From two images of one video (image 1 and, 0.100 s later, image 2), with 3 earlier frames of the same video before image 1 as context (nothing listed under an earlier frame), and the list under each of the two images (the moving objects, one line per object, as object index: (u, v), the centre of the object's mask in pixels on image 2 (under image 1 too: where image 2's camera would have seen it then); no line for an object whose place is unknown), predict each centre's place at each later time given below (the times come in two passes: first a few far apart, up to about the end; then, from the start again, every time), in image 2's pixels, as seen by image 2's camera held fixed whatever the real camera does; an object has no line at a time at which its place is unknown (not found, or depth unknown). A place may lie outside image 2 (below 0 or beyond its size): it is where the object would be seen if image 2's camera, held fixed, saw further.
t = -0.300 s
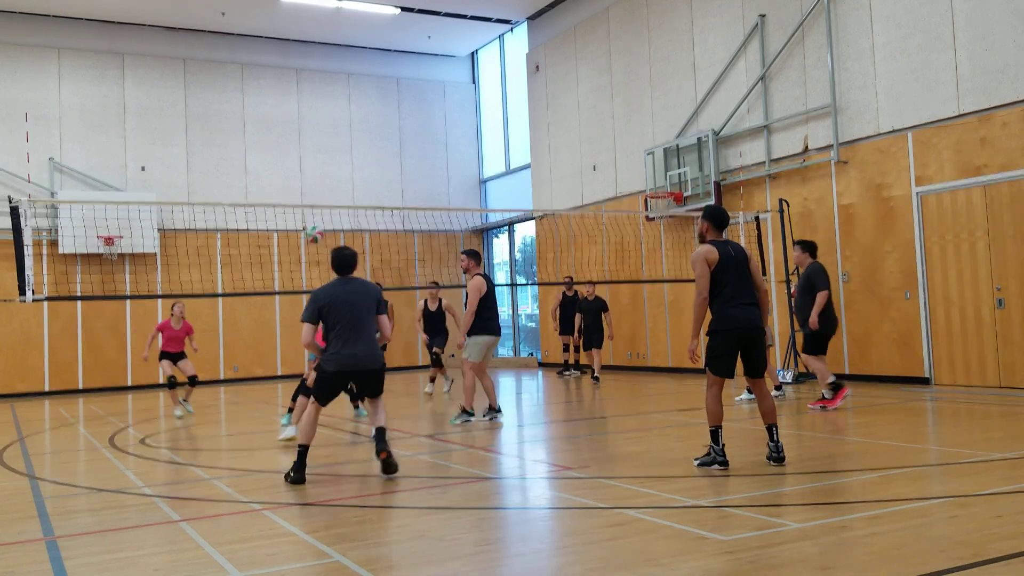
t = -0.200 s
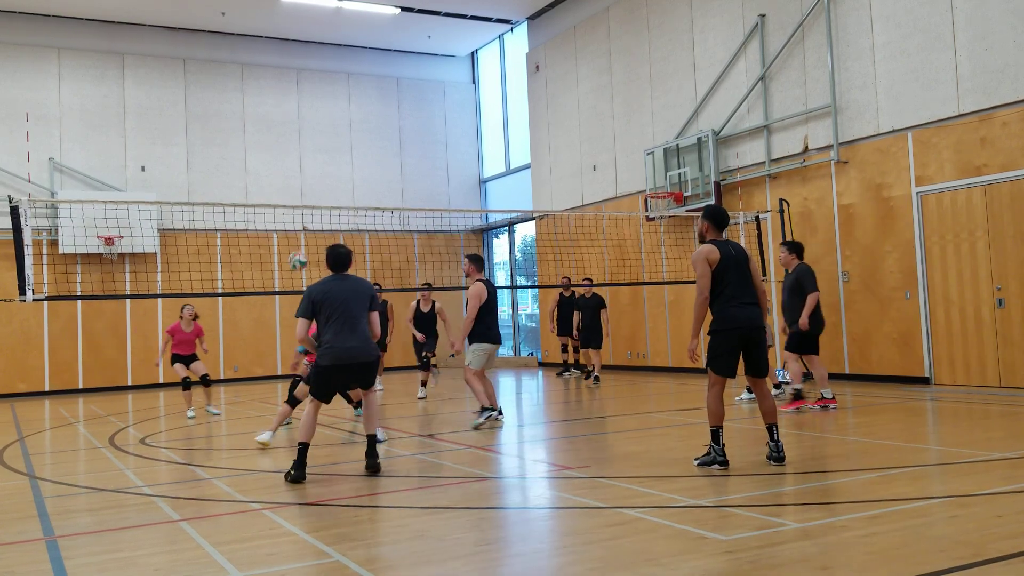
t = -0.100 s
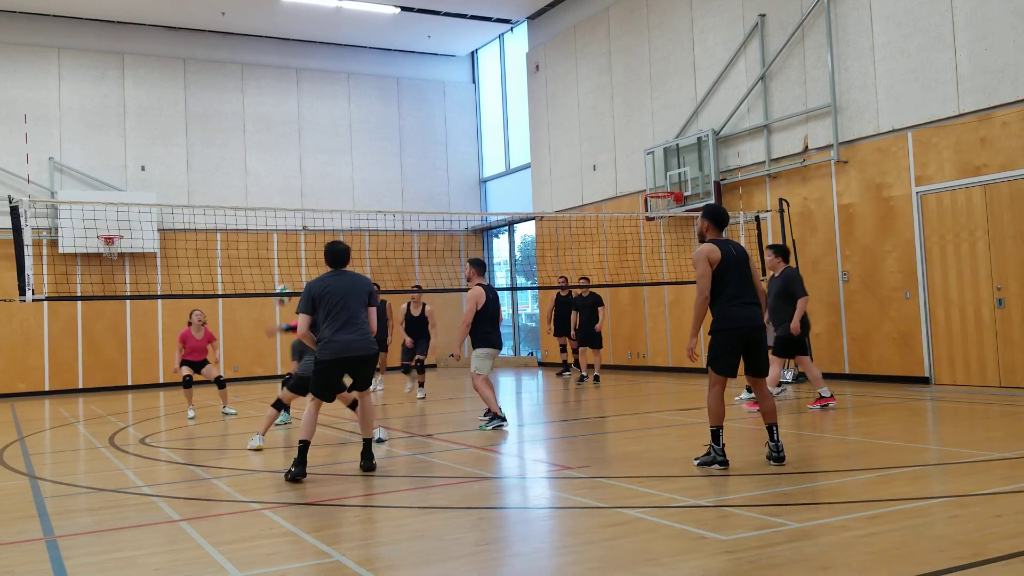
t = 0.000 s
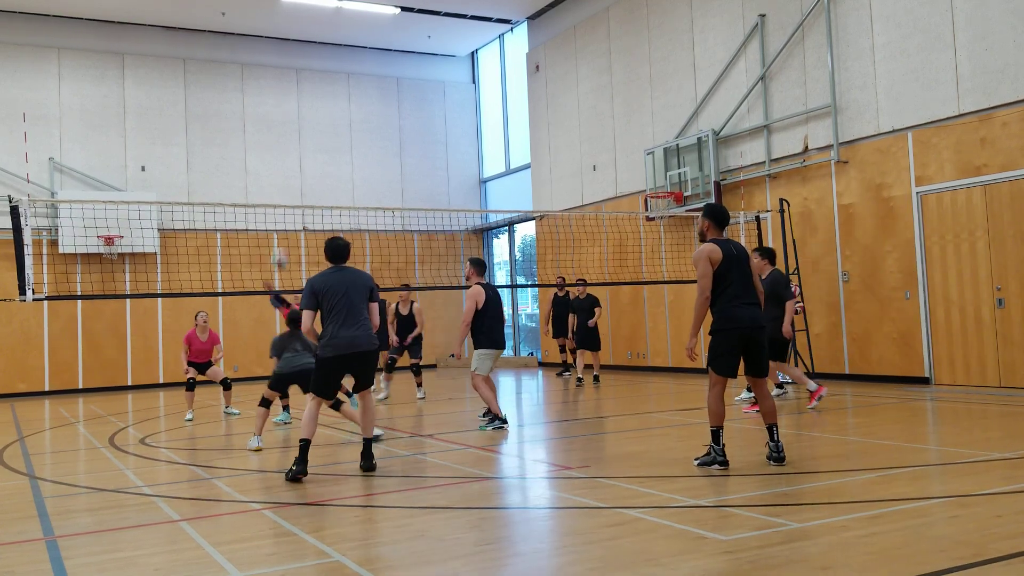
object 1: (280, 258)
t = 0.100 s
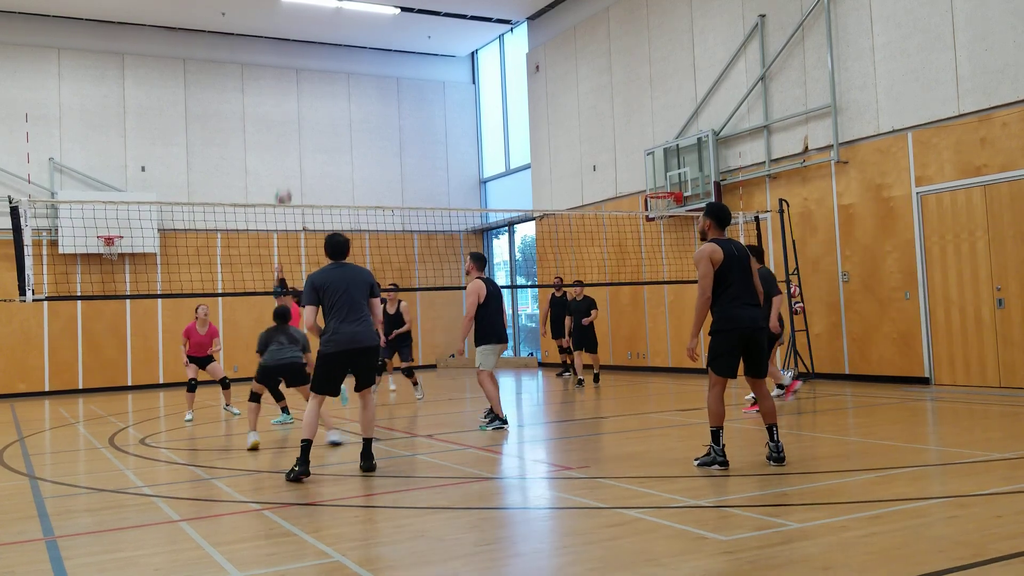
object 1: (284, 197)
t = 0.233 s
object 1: (289, 130)
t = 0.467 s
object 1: (298, 52)
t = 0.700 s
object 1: (310, 22)
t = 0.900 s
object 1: (320, 29)
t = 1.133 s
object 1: (333, 75)
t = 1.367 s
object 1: (346, 161)
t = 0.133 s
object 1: (284, 179)
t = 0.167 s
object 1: (286, 162)
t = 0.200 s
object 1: (287, 145)
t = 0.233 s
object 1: (289, 130)
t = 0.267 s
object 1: (290, 116)
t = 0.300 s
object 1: (292, 103)
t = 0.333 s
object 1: (294, 91)
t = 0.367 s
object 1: (294, 79)
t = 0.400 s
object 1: (296, 69)
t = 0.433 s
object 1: (297, 60)
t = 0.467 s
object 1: (298, 52)
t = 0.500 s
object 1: (300, 45)
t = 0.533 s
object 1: (302, 39)
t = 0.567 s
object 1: (304, 34)
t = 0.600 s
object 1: (305, 29)
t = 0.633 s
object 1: (307, 26)
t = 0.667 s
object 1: (309, 23)
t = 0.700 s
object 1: (310, 22)
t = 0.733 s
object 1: (312, 21)
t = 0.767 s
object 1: (313, 21)
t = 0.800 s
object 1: (315, 21)
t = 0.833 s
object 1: (316, 23)
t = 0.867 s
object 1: (318, 26)
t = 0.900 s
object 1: (320, 29)
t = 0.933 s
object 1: (322, 33)
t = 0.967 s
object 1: (324, 38)
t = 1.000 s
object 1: (325, 44)
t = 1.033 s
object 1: (327, 50)
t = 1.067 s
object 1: (329, 58)
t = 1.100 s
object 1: (331, 66)
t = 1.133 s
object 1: (333, 75)
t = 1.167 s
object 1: (335, 85)
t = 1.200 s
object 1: (337, 96)
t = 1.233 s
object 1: (338, 107)
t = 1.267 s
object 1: (340, 120)
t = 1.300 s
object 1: (342, 133)
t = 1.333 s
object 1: (344, 147)
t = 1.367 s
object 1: (346, 161)
